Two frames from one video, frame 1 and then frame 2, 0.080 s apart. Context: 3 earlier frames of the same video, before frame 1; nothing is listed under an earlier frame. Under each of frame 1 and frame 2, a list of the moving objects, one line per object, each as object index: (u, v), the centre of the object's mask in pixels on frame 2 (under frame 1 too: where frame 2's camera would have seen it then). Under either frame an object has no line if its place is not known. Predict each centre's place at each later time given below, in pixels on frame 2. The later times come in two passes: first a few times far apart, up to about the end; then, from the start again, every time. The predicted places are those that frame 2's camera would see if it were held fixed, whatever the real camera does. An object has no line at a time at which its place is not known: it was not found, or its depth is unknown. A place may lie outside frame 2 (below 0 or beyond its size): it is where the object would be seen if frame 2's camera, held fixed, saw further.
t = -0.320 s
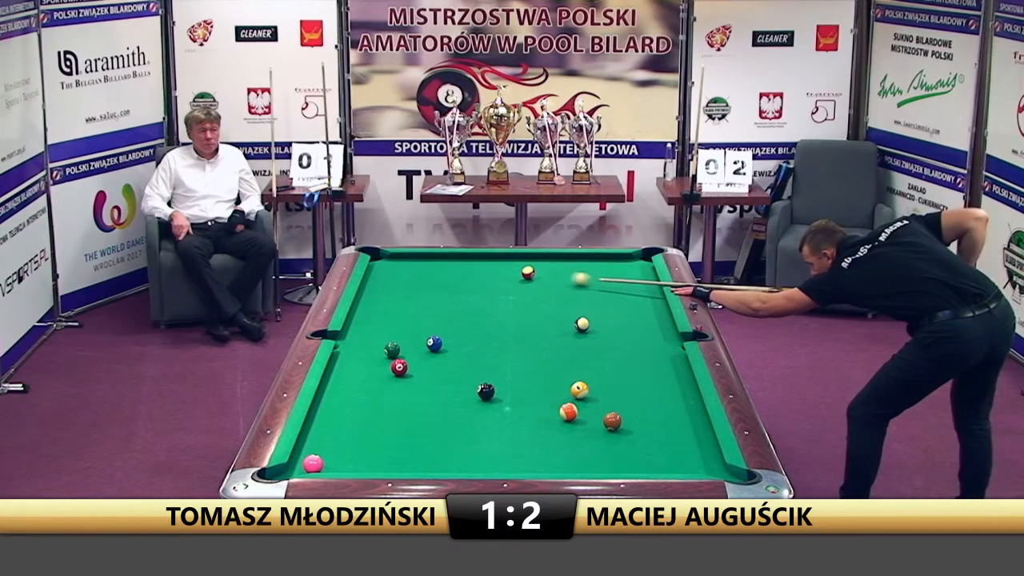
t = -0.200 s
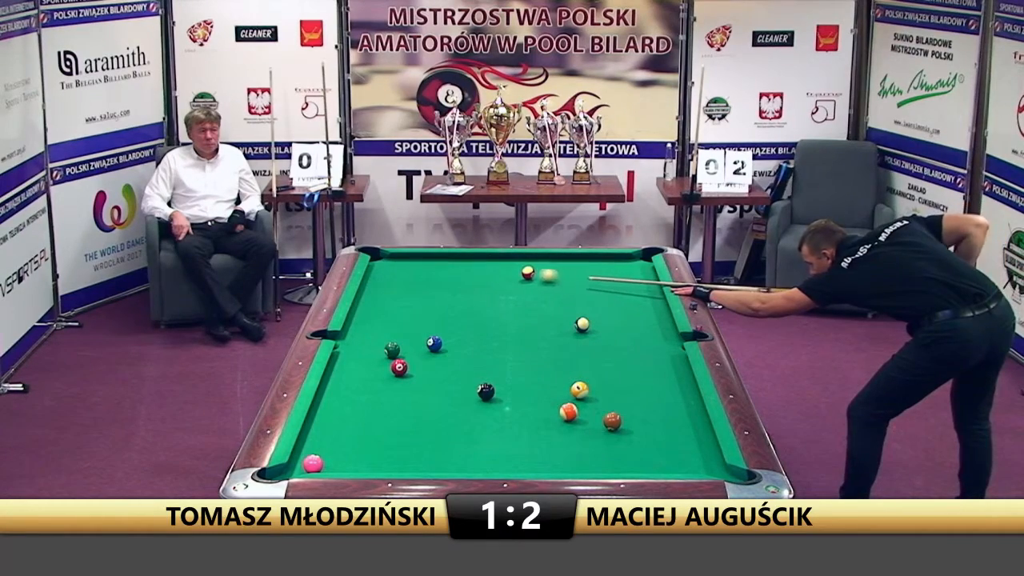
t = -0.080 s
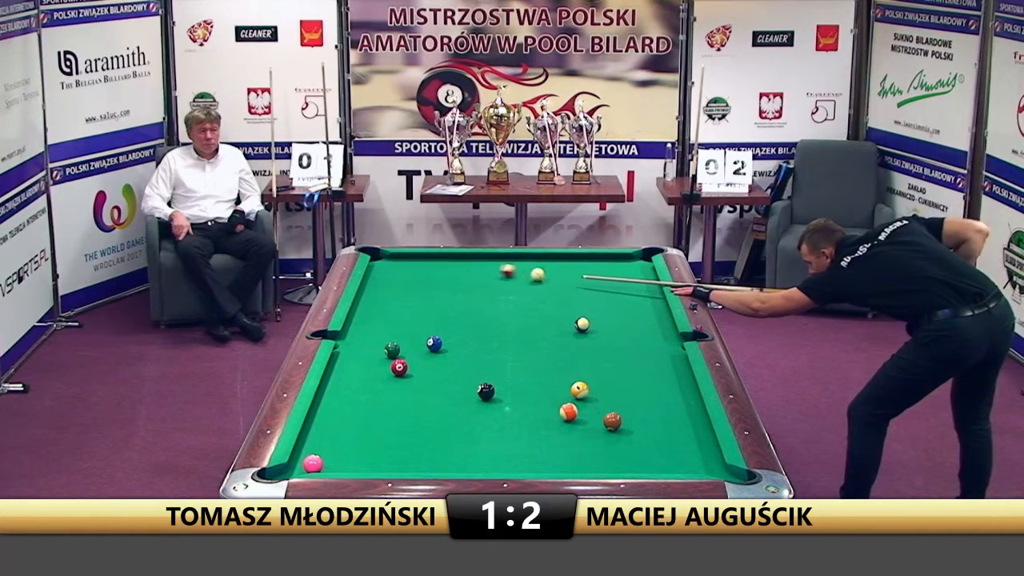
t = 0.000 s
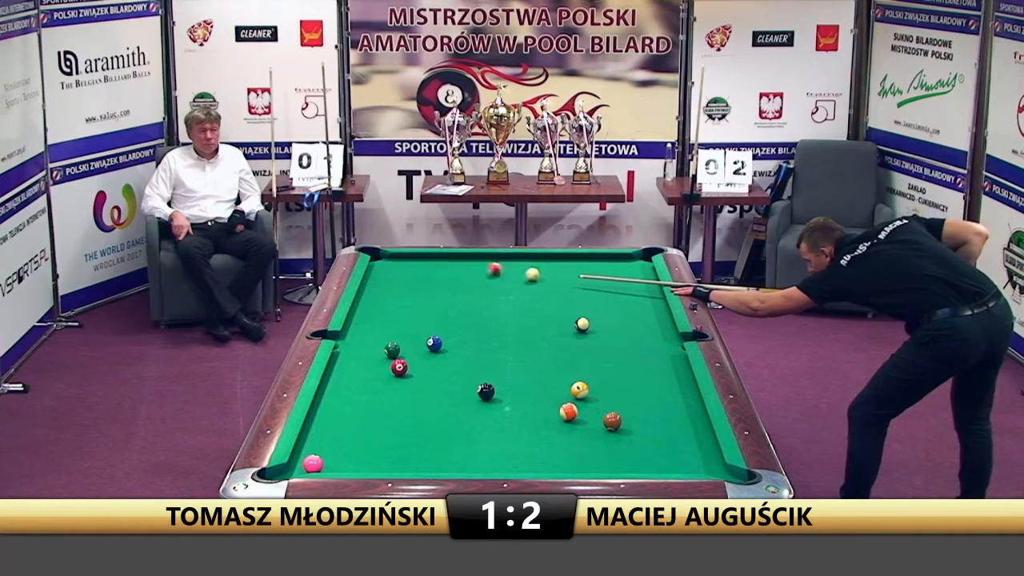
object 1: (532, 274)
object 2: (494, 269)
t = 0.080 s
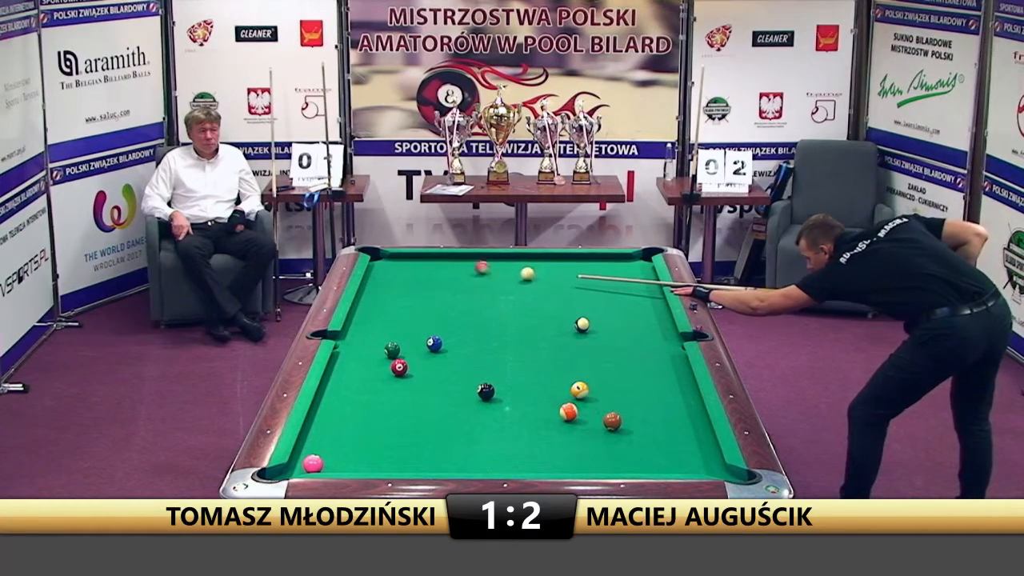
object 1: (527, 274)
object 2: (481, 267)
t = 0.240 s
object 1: (517, 273)
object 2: (458, 264)
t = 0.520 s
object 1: (501, 272)
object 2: (416, 258)
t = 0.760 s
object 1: (489, 271)
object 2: (383, 254)
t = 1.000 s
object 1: (478, 270)
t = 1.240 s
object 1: (467, 269)
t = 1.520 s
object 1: (457, 269)
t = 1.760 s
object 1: (449, 268)
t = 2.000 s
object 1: (442, 268)
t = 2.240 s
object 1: (437, 267)
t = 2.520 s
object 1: (431, 267)
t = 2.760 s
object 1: (428, 266)
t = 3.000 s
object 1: (425, 266)
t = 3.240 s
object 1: (424, 266)
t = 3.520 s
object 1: (423, 266)
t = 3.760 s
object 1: (423, 266)
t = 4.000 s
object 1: (423, 266)
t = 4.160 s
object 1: (423, 266)
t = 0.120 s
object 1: (524, 274)
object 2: (476, 266)
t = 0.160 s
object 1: (522, 274)
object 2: (469, 265)
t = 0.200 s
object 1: (519, 273)
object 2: (463, 265)
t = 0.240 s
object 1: (517, 273)
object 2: (458, 264)
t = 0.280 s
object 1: (515, 273)
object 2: (451, 263)
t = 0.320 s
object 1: (512, 273)
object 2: (445, 262)
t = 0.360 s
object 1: (510, 273)
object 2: (439, 262)
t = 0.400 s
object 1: (508, 272)
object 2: (433, 260)
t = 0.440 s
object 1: (505, 272)
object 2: (427, 260)
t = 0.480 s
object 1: (503, 272)
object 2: (422, 259)
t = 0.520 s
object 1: (501, 272)
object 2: (416, 258)
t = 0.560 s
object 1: (499, 272)
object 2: (411, 258)
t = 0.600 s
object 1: (497, 271)
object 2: (405, 257)
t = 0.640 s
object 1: (495, 272)
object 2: (399, 256)
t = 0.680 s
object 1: (493, 271)
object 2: (393, 256)
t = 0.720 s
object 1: (491, 271)
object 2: (389, 255)
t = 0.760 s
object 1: (489, 271)
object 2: (383, 254)
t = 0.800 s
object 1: (487, 271)
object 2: (377, 254)
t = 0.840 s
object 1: (485, 271)
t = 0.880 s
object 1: (483, 271)
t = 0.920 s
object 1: (481, 270)
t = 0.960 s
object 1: (480, 270)
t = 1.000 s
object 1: (478, 270)
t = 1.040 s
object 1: (476, 270)
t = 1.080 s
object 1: (474, 270)
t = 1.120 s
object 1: (473, 270)
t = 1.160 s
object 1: (471, 270)
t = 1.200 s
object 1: (469, 269)
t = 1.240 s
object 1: (467, 269)
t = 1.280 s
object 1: (466, 269)
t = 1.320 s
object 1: (464, 269)
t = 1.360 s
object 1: (463, 269)
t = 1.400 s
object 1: (461, 269)
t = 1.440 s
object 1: (460, 269)
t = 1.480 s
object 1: (458, 269)
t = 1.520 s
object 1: (457, 269)
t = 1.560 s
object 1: (456, 269)
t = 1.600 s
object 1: (454, 268)
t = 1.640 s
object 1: (453, 268)
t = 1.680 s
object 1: (452, 268)
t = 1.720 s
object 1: (450, 268)
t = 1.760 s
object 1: (449, 268)
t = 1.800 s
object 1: (448, 268)
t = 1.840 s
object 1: (447, 268)
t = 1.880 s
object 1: (446, 268)
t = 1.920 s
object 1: (445, 268)
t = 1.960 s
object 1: (444, 268)
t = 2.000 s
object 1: (442, 268)
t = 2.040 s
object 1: (441, 268)
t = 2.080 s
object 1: (440, 267)
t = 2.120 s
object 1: (440, 267)
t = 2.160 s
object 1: (438, 267)
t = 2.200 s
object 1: (438, 267)
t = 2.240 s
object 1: (437, 267)
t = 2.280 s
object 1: (436, 267)
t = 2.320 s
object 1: (435, 267)
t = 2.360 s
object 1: (434, 267)
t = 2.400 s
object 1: (433, 267)
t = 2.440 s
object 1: (433, 267)
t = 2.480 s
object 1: (432, 266)
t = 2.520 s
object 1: (431, 267)
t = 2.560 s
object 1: (431, 267)
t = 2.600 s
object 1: (430, 267)
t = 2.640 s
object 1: (429, 266)
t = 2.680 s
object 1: (429, 266)
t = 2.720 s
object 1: (428, 266)
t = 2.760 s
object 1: (428, 266)
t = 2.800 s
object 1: (427, 266)
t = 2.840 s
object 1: (427, 266)
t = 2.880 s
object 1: (427, 266)
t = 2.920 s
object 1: (426, 266)
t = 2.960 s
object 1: (426, 266)
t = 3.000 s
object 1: (425, 266)
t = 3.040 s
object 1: (425, 266)
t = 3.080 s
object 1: (425, 266)
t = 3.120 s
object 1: (424, 266)
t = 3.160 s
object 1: (424, 266)
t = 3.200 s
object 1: (424, 266)
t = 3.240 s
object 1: (424, 266)
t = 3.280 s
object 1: (424, 266)
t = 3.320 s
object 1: (424, 266)
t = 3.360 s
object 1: (424, 266)
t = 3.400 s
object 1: (424, 266)
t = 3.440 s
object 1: (424, 266)
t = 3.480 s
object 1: (423, 266)
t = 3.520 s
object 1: (423, 266)
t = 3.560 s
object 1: (423, 266)
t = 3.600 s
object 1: (423, 266)
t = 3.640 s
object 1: (423, 266)
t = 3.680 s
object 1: (423, 266)
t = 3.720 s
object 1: (423, 266)
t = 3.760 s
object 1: (423, 266)
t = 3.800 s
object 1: (423, 266)
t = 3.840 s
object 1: (423, 266)
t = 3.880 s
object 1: (423, 266)
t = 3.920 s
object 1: (423, 266)
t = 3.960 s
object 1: (423, 266)
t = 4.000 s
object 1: (423, 266)
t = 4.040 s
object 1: (423, 266)
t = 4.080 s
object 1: (423, 266)
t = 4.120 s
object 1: (423, 266)
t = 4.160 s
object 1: (423, 266)
